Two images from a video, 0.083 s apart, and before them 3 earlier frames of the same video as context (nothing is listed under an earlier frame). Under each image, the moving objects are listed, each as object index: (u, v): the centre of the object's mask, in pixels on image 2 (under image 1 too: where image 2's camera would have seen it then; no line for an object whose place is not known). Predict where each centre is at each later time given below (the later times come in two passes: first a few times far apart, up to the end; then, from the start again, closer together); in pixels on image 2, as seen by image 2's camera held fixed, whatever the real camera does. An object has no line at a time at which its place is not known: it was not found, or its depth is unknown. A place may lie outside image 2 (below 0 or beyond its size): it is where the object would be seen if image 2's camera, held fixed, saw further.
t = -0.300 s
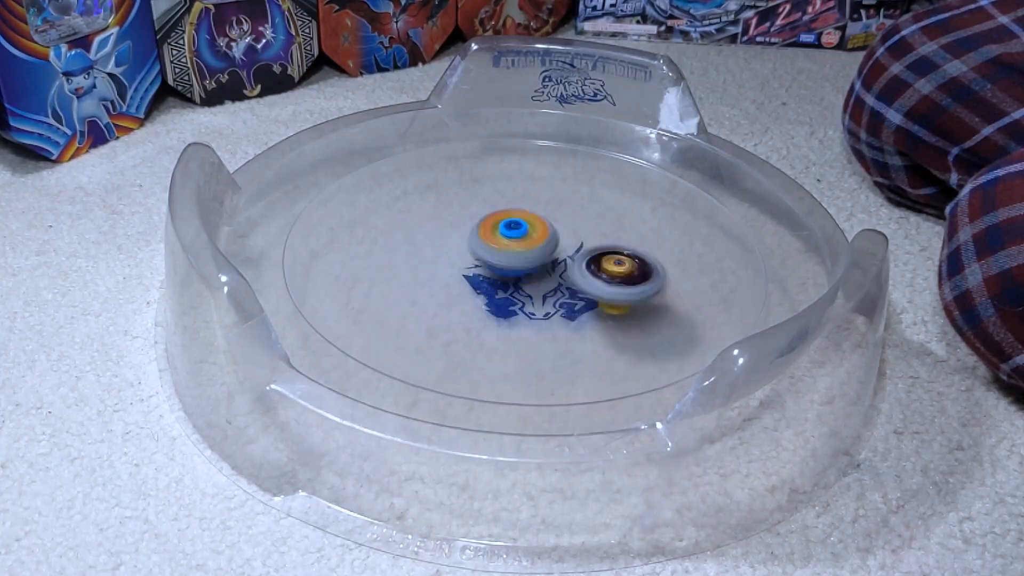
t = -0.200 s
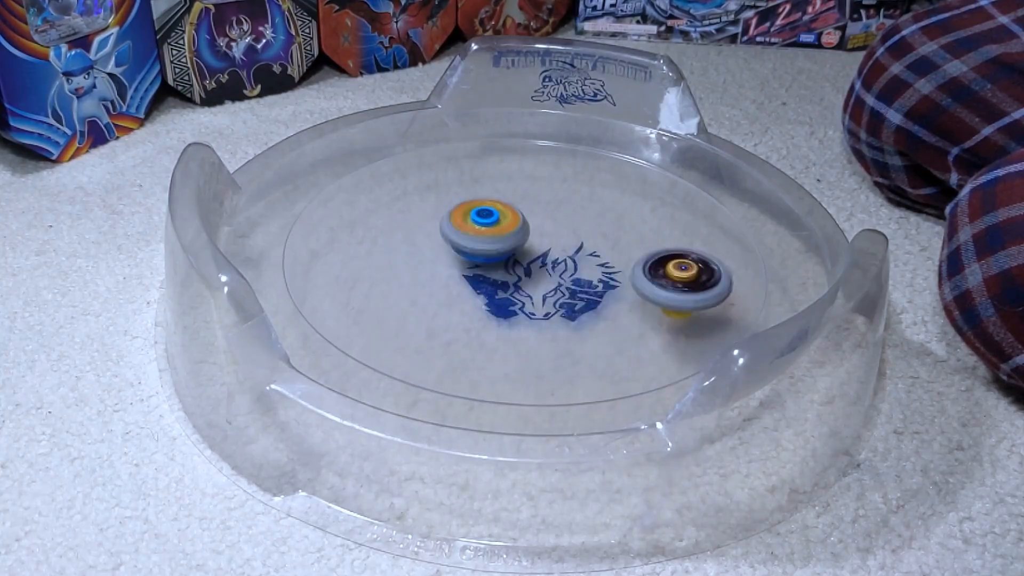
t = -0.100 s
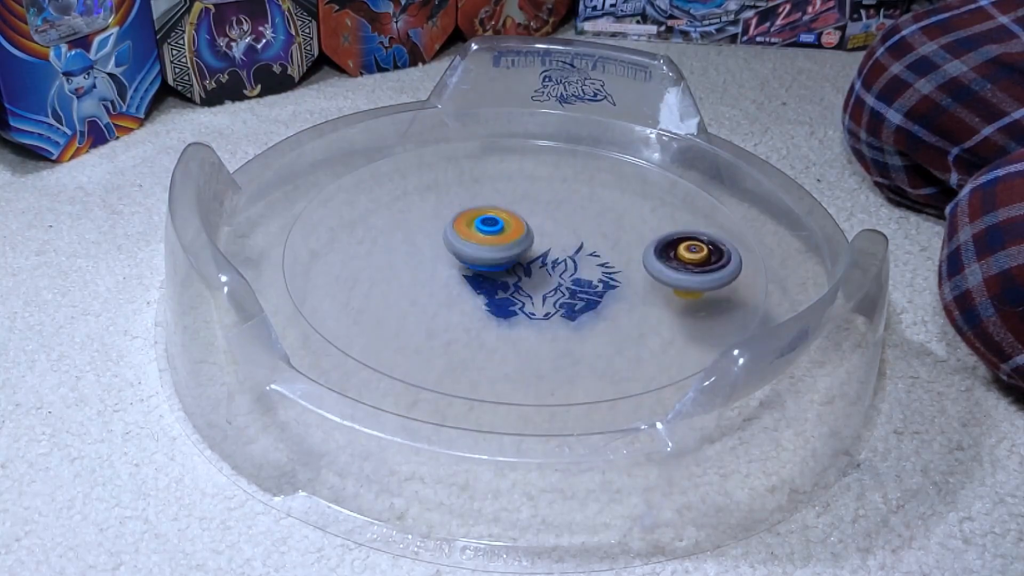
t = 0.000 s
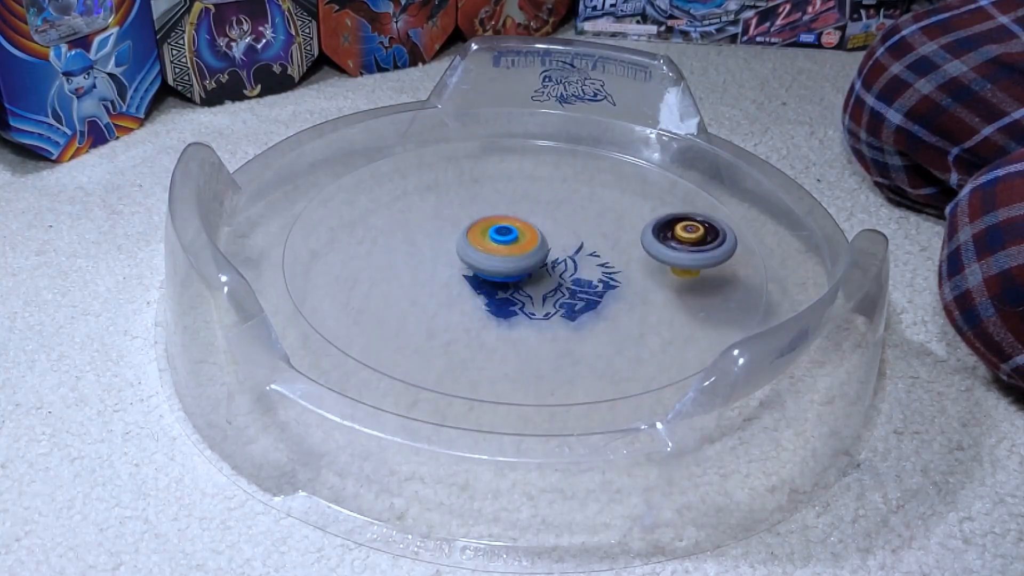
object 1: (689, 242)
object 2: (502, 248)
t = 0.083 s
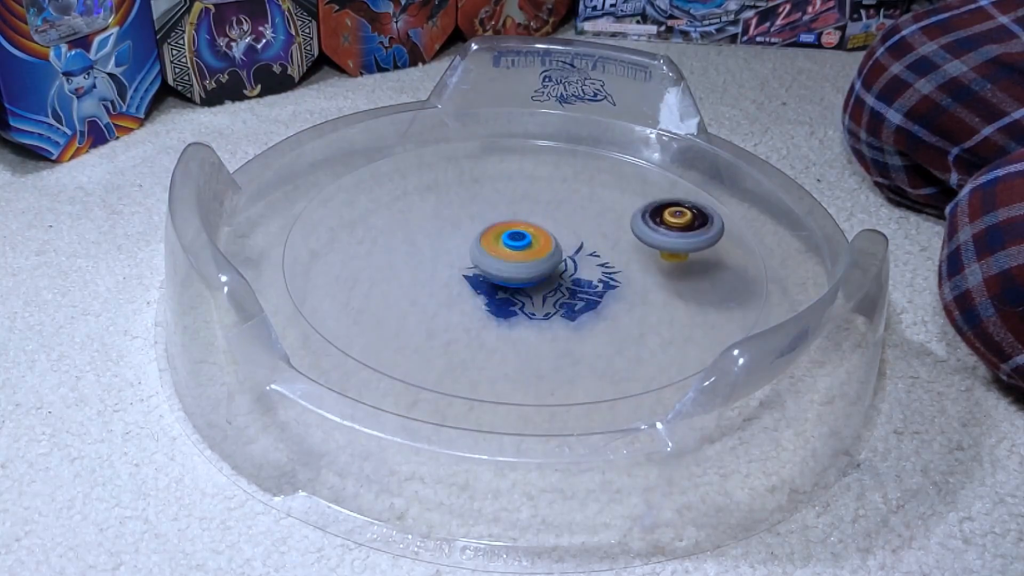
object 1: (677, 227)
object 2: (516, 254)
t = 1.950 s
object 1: (434, 329)
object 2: (540, 231)
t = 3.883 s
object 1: (474, 246)
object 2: (567, 260)
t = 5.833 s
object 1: (560, 195)
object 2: (528, 263)
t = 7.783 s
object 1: (501, 290)
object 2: (534, 228)
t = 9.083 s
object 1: (618, 240)
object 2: (526, 260)
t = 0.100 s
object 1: (674, 224)
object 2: (519, 255)
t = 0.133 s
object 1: (667, 219)
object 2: (524, 255)
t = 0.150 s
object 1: (663, 217)
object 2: (526, 256)
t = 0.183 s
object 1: (655, 213)
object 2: (531, 257)
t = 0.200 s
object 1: (651, 211)
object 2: (533, 257)
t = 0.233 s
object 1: (642, 206)
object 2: (536, 256)
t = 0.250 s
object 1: (637, 205)
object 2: (538, 256)
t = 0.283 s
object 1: (627, 202)
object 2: (541, 256)
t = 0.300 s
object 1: (622, 201)
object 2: (541, 255)
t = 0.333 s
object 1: (611, 198)
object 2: (543, 255)
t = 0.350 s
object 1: (606, 198)
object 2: (543, 254)
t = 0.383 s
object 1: (595, 197)
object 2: (544, 253)
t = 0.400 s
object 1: (589, 196)
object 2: (546, 252)
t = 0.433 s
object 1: (578, 195)
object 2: (547, 251)
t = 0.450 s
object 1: (572, 194)
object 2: (548, 251)
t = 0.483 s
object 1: (561, 194)
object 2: (550, 251)
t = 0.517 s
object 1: (549, 195)
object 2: (551, 251)
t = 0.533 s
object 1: (543, 192)
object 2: (551, 253)
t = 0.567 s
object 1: (532, 178)
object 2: (553, 265)
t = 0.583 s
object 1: (525, 171)
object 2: (553, 269)
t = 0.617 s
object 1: (512, 164)
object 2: (555, 273)
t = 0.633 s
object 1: (506, 162)
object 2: (556, 275)
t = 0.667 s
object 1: (495, 162)
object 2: (559, 276)
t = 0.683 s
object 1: (490, 162)
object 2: (561, 277)
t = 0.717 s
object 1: (482, 164)
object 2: (564, 278)
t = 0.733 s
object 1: (478, 165)
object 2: (565, 278)
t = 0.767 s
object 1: (468, 167)
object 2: (568, 278)
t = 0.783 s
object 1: (464, 168)
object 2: (569, 277)
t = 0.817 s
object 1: (455, 170)
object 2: (571, 277)
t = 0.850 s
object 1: (446, 173)
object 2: (572, 276)
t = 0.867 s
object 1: (442, 175)
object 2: (573, 276)
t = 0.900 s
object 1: (433, 178)
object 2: (573, 275)
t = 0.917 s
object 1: (429, 179)
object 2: (574, 275)
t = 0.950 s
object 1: (421, 184)
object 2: (574, 274)
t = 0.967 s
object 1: (418, 186)
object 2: (574, 274)
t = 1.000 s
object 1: (412, 191)
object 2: (574, 273)
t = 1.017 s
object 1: (410, 194)
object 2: (574, 273)
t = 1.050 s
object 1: (406, 199)
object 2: (573, 272)
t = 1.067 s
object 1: (404, 203)
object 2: (572, 271)
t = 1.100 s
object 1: (402, 209)
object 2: (569, 270)
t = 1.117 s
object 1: (402, 213)
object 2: (567, 269)
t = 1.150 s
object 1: (402, 220)
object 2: (564, 268)
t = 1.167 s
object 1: (403, 224)
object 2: (562, 268)
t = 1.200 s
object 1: (405, 231)
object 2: (557, 267)
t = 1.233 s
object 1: (409, 238)
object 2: (552, 266)
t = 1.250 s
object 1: (411, 241)
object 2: (550, 266)
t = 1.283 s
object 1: (416, 248)
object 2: (545, 265)
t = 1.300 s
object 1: (419, 251)
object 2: (542, 265)
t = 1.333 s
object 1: (426, 258)
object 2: (538, 265)
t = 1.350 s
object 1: (430, 261)
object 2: (536, 265)
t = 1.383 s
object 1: (437, 267)
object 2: (533, 265)
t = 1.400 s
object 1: (416, 266)
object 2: (549, 263)
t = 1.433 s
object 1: (377, 266)
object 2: (578, 260)
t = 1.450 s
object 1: (360, 268)
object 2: (590, 259)
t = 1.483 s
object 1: (336, 269)
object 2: (607, 253)
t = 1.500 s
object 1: (329, 271)
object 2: (611, 252)
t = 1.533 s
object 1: (323, 275)
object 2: (615, 247)
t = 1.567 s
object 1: (325, 280)
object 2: (615, 245)
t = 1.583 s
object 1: (327, 283)
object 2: (613, 243)
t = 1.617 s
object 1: (333, 288)
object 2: (608, 240)
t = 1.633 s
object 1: (336, 291)
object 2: (605, 238)
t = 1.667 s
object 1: (342, 296)
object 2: (598, 235)
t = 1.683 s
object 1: (346, 299)
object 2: (594, 235)
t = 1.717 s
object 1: (353, 304)
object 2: (587, 232)
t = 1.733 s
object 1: (358, 306)
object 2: (583, 231)
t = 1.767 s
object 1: (367, 311)
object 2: (577, 230)
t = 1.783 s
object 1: (372, 313)
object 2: (573, 229)
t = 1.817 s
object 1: (383, 318)
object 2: (566, 229)
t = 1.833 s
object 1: (389, 320)
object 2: (563, 229)
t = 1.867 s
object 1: (401, 323)
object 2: (556, 229)
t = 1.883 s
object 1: (407, 324)
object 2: (553, 229)
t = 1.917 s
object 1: (420, 327)
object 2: (547, 230)
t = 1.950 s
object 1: (434, 329)
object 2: (540, 231)
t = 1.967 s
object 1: (441, 331)
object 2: (538, 232)
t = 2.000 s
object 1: (456, 332)
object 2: (533, 233)
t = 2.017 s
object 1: (464, 332)
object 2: (530, 234)
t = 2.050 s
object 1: (479, 332)
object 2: (526, 236)
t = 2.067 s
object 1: (486, 332)
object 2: (525, 237)
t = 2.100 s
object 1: (501, 332)
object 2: (521, 239)
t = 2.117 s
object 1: (508, 332)
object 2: (520, 240)
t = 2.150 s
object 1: (523, 329)
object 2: (517, 242)
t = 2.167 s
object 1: (530, 328)
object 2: (516, 243)
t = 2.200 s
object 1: (543, 324)
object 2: (514, 245)
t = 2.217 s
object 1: (549, 323)
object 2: (514, 246)
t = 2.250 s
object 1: (561, 318)
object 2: (512, 249)
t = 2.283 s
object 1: (572, 314)
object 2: (512, 251)
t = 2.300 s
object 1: (577, 311)
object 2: (512, 253)
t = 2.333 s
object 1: (587, 305)
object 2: (512, 254)
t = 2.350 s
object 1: (591, 303)
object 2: (512, 256)
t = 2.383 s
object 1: (599, 296)
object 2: (513, 257)
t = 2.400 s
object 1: (603, 293)
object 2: (514, 258)
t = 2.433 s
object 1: (609, 286)
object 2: (516, 260)
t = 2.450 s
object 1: (611, 282)
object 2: (517, 261)
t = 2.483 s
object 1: (615, 275)
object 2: (519, 262)
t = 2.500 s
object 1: (617, 271)
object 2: (520, 263)
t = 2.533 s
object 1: (620, 264)
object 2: (523, 264)
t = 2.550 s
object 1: (620, 260)
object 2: (524, 264)
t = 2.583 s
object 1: (621, 253)
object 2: (528, 265)
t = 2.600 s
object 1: (621, 249)
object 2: (529, 265)
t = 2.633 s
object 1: (620, 241)
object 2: (533, 266)
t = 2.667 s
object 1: (619, 235)
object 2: (535, 265)
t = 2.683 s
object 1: (618, 231)
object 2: (537, 265)
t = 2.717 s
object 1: (615, 224)
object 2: (539, 265)
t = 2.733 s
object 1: (614, 221)
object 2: (541, 264)
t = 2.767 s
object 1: (611, 215)
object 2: (542, 263)
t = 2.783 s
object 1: (609, 212)
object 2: (543, 263)
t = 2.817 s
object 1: (604, 206)
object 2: (544, 261)
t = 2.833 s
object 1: (602, 204)
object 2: (544, 261)
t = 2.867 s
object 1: (596, 199)
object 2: (543, 260)
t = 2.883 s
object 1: (594, 196)
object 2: (543, 259)
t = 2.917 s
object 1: (587, 192)
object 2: (541, 257)
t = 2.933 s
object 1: (584, 190)
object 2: (541, 257)
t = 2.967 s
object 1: (577, 186)
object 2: (539, 255)
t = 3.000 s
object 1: (571, 183)
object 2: (537, 255)
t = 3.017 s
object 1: (567, 182)
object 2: (536, 254)
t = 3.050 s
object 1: (560, 180)
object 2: (533, 254)
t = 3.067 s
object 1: (556, 179)
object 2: (532, 254)
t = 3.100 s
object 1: (549, 177)
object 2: (530, 254)
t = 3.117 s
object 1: (545, 177)
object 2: (529, 253)
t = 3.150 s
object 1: (538, 176)
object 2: (527, 253)
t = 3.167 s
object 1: (534, 176)
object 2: (526, 253)
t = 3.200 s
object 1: (526, 176)
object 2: (524, 254)
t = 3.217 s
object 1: (523, 177)
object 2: (524, 254)
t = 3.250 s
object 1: (516, 179)
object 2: (523, 254)
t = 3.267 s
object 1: (513, 180)
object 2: (522, 255)
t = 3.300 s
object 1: (507, 182)
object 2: (521, 256)
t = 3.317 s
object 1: (504, 184)
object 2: (520, 256)
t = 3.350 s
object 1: (499, 187)
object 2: (520, 257)
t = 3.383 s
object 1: (494, 191)
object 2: (521, 258)
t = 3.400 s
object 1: (492, 193)
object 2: (521, 258)
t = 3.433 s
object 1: (488, 198)
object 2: (523, 259)
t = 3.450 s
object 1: (487, 200)
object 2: (523, 259)
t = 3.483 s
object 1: (484, 205)
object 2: (525, 260)
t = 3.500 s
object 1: (483, 208)
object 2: (526, 260)
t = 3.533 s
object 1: (477, 205)
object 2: (533, 266)
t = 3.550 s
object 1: (473, 205)
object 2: (537, 269)
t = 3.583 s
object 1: (468, 206)
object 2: (543, 271)
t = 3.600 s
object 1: (466, 208)
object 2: (546, 272)
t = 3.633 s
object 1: (464, 212)
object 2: (551, 272)
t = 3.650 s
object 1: (463, 214)
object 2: (553, 272)
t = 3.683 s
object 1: (462, 218)
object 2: (557, 270)
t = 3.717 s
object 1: (461, 223)
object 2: (561, 269)
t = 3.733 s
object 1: (461, 225)
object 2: (562, 268)
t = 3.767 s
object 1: (463, 230)
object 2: (564, 267)
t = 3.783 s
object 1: (464, 233)
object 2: (566, 266)
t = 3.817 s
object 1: (466, 237)
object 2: (567, 264)
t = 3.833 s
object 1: (468, 240)
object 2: (567, 263)
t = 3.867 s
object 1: (472, 244)
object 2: (568, 262)
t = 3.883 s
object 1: (474, 246)
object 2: (567, 260)
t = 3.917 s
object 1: (464, 247)
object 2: (576, 260)
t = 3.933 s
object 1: (460, 248)
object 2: (578, 259)
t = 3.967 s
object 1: (457, 251)
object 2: (580, 258)
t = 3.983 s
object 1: (457, 253)
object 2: (580, 257)
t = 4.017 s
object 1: (459, 257)
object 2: (579, 256)
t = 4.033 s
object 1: (461, 259)
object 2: (578, 255)
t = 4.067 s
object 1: (464, 264)
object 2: (576, 253)
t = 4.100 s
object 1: (468, 268)
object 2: (573, 251)
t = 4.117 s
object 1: (471, 269)
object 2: (571, 251)
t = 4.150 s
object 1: (476, 273)
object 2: (567, 249)
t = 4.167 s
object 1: (479, 275)
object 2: (565, 249)
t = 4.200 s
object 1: (485, 277)
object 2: (561, 248)
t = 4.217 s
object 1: (480, 281)
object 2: (562, 247)
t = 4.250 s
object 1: (467, 288)
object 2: (571, 241)
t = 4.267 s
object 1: (464, 291)
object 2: (573, 239)
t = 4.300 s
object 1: (464, 297)
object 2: (574, 236)
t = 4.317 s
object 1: (467, 300)
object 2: (573, 236)
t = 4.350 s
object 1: (473, 303)
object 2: (571, 234)
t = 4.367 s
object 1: (476, 305)
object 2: (570, 234)
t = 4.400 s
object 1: (483, 308)
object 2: (566, 232)
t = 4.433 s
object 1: (490, 310)
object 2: (562, 232)
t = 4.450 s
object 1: (493, 311)
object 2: (559, 232)
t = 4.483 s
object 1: (501, 313)
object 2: (555, 232)
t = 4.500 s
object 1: (505, 314)
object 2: (552, 232)
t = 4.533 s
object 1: (513, 314)
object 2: (547, 233)
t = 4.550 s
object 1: (516, 315)
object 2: (544, 233)
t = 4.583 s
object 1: (524, 314)
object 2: (540, 235)
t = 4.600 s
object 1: (528, 314)
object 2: (538, 235)
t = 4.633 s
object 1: (535, 313)
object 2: (534, 237)
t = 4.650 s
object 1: (538, 313)
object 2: (532, 239)
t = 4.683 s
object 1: (545, 311)
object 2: (530, 241)
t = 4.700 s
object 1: (548, 310)
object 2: (528, 243)
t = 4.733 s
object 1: (554, 308)
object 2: (527, 246)
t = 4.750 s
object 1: (557, 307)
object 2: (526, 246)
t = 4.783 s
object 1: (562, 304)
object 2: (524, 248)
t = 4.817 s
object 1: (567, 301)
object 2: (522, 250)
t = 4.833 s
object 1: (568, 300)
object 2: (522, 251)
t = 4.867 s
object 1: (585, 309)
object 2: (516, 243)
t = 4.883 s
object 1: (603, 322)
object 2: (508, 230)
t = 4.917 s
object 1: (635, 342)
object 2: (495, 205)
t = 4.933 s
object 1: (650, 348)
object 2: (489, 194)
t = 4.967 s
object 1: (668, 350)
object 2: (480, 178)
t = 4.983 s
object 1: (671, 349)
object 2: (476, 171)
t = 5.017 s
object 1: (674, 345)
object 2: (468, 164)
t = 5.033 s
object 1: (676, 342)
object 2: (466, 162)
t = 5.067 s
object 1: (680, 336)
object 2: (457, 162)
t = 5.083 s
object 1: (682, 331)
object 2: (453, 163)
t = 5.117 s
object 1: (684, 324)
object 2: (445, 165)
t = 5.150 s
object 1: (684, 315)
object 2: (437, 168)
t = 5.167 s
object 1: (684, 311)
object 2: (435, 170)
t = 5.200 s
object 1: (683, 303)
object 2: (430, 174)
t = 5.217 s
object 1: (682, 301)
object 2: (427, 176)
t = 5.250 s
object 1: (679, 292)
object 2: (424, 180)
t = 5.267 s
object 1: (677, 289)
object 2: (422, 182)
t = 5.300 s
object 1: (671, 283)
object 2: (420, 187)
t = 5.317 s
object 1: (668, 280)
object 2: (421, 190)
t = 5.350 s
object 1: (662, 272)
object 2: (421, 195)
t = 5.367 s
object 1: (659, 270)
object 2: (422, 197)
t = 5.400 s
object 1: (652, 265)
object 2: (426, 204)
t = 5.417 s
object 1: (648, 261)
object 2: (427, 207)
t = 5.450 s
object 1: (641, 257)
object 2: (433, 213)
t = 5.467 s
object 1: (638, 252)
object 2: (437, 217)
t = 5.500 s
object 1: (630, 249)
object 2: (445, 224)
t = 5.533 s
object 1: (623, 242)
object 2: (456, 232)
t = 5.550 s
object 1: (619, 241)
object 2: (460, 233)
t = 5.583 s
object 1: (611, 235)
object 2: (470, 238)
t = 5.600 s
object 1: (607, 232)
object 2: (475, 240)
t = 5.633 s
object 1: (598, 227)
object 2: (486, 244)
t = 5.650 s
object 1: (593, 225)
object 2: (491, 246)
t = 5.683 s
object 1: (583, 221)
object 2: (502, 249)
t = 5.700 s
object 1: (580, 217)
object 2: (507, 251)
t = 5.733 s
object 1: (580, 209)
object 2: (511, 255)
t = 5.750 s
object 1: (578, 206)
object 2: (514, 258)
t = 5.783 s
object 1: (572, 202)
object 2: (519, 262)
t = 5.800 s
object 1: (568, 199)
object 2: (522, 262)
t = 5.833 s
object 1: (560, 195)
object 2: (528, 263)
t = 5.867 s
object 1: (552, 191)
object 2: (535, 264)
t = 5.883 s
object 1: (549, 190)
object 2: (537, 264)
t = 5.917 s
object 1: (541, 187)
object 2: (544, 265)
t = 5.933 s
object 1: (537, 185)
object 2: (547, 266)
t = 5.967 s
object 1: (529, 183)
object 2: (552, 266)
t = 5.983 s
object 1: (525, 182)
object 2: (555, 266)
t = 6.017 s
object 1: (517, 181)
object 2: (560, 267)
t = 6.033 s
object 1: (514, 180)
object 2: (563, 267)
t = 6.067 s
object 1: (507, 180)
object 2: (567, 268)
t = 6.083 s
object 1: (503, 179)
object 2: (570, 268)
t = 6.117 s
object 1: (496, 179)
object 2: (573, 269)
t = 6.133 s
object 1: (493, 179)
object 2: (575, 269)
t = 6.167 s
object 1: (486, 180)
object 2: (578, 270)
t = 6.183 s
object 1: (483, 181)
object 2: (579, 270)
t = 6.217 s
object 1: (478, 183)
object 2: (582, 271)
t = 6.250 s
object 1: (473, 185)
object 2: (583, 271)
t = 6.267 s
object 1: (470, 186)
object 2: (583, 271)
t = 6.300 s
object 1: (466, 189)
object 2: (585, 272)
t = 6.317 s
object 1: (464, 191)
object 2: (586, 273)
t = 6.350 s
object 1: (461, 194)
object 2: (585, 274)
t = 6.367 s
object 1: (459, 196)
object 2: (585, 274)
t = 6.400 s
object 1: (457, 200)
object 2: (584, 275)
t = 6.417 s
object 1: (456, 202)
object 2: (584, 276)
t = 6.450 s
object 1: (454, 207)
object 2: (582, 276)
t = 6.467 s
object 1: (454, 209)
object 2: (581, 277)
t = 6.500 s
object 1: (454, 213)
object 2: (579, 277)
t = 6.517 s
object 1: (454, 216)
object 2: (578, 278)
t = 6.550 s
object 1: (455, 221)
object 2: (576, 278)
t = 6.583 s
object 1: (456, 226)
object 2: (573, 279)
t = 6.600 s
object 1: (458, 229)
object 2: (572, 279)
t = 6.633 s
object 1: (461, 234)
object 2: (569, 278)
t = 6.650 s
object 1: (462, 236)
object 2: (567, 278)
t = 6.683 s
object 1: (467, 241)
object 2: (564, 278)
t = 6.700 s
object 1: (469, 243)
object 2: (564, 278)
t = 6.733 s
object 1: (475, 248)
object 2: (561, 278)
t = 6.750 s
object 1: (475, 249)
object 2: (561, 279)
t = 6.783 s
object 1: (458, 243)
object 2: (574, 282)
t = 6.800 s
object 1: (453, 241)
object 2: (578, 283)
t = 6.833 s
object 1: (447, 241)
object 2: (582, 285)
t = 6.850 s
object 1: (446, 242)
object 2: (583, 285)
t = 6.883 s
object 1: (445, 245)
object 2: (582, 285)
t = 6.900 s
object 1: (445, 246)
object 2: (581, 285)
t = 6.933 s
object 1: (447, 249)
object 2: (579, 284)
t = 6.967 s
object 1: (450, 253)
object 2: (576, 284)
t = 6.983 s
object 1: (452, 255)
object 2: (575, 283)
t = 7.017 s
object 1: (456, 258)
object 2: (571, 282)
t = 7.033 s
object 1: (458, 259)
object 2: (569, 281)
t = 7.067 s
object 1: (462, 262)
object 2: (564, 280)
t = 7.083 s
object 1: (465, 264)
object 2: (562, 279)
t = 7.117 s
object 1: (458, 263)
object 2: (568, 278)
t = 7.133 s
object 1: (453, 263)
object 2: (572, 278)
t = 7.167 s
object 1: (451, 265)
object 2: (575, 276)
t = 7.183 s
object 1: (451, 266)
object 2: (575, 276)
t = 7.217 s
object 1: (453, 269)
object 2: (574, 274)
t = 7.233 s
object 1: (455, 270)
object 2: (573, 272)
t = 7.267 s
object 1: (458, 272)
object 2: (570, 270)
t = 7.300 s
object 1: (463, 274)
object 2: (567, 268)
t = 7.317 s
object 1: (465, 275)
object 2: (564, 266)
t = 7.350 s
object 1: (470, 276)
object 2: (560, 263)
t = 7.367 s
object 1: (466, 277)
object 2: (562, 260)
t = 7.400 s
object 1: (463, 279)
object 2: (565, 256)
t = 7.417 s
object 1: (463, 281)
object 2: (565, 255)
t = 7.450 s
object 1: (466, 283)
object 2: (564, 252)
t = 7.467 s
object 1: (468, 283)
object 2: (562, 250)
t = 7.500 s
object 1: (472, 284)
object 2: (558, 247)
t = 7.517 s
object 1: (475, 285)
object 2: (557, 247)
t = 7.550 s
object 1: (479, 286)
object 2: (553, 245)
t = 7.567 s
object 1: (481, 286)
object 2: (551, 244)
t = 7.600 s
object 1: (486, 286)
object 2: (547, 242)
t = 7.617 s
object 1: (489, 286)
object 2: (546, 241)
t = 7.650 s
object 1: (494, 285)
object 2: (543, 240)
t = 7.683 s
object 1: (498, 284)
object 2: (541, 238)
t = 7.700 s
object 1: (500, 284)
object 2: (539, 237)
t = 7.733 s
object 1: (502, 285)
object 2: (538, 234)
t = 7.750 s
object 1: (501, 287)
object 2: (536, 232)
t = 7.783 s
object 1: (501, 290)
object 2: (534, 228)
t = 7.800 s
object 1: (504, 291)
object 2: (532, 226)
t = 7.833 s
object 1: (508, 292)
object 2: (529, 224)
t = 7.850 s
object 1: (511, 291)
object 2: (527, 223)
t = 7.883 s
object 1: (514, 291)
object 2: (524, 222)
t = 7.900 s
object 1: (517, 290)
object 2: (523, 222)
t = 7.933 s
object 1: (520, 289)
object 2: (520, 222)
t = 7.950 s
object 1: (522, 289)
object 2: (519, 223)
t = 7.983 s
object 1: (525, 288)
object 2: (517, 223)
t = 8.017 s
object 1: (529, 287)
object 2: (515, 224)
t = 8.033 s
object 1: (531, 286)
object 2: (514, 224)
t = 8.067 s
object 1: (535, 284)
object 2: (513, 225)
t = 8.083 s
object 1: (536, 283)
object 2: (512, 225)
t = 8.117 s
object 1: (540, 281)
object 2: (511, 226)
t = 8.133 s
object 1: (541, 280)
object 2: (511, 227)
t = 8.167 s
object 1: (545, 280)
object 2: (510, 228)
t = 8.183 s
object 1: (548, 281)
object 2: (509, 227)
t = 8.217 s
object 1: (553, 281)
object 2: (509, 227)
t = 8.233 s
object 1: (556, 281)
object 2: (509, 228)
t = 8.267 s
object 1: (559, 279)
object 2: (508, 228)
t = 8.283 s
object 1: (561, 278)
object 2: (508, 228)
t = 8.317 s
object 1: (564, 276)
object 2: (507, 230)
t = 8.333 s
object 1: (566, 275)
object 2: (507, 230)
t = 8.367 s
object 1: (568, 273)
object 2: (506, 231)
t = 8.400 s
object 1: (583, 278)
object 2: (500, 227)
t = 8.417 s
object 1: (589, 279)
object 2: (497, 226)
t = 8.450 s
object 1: (599, 279)
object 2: (493, 224)
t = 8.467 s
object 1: (602, 277)
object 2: (492, 224)
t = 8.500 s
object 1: (607, 276)
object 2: (491, 226)
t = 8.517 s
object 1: (609, 275)
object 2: (491, 227)
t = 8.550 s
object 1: (612, 273)
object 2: (490, 229)
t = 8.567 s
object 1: (614, 272)
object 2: (490, 231)
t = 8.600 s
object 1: (617, 269)
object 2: (490, 234)
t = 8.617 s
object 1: (618, 268)
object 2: (491, 236)
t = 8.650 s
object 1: (620, 266)
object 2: (493, 239)
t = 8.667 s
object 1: (621, 265)
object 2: (495, 241)
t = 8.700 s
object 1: (622, 263)
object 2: (499, 244)
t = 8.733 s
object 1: (622, 261)
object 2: (503, 246)
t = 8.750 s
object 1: (622, 260)
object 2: (505, 247)
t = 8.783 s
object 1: (621, 258)
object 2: (509, 249)
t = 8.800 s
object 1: (621, 257)
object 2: (511, 250)
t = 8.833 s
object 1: (619, 255)
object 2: (516, 251)
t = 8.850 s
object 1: (618, 254)
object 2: (519, 252)
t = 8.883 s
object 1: (618, 252)
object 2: (523, 253)
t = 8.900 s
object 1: (620, 251)
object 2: (522, 253)
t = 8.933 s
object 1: (620, 249)
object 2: (524, 255)
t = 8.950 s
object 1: (620, 248)
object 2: (525, 255)
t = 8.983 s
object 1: (621, 246)
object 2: (524, 256)
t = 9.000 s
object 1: (622, 245)
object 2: (524, 257)
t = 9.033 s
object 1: (621, 242)
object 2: (524, 258)
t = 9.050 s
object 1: (620, 241)
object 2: (524, 259)
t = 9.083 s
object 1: (618, 240)
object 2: (526, 260)
